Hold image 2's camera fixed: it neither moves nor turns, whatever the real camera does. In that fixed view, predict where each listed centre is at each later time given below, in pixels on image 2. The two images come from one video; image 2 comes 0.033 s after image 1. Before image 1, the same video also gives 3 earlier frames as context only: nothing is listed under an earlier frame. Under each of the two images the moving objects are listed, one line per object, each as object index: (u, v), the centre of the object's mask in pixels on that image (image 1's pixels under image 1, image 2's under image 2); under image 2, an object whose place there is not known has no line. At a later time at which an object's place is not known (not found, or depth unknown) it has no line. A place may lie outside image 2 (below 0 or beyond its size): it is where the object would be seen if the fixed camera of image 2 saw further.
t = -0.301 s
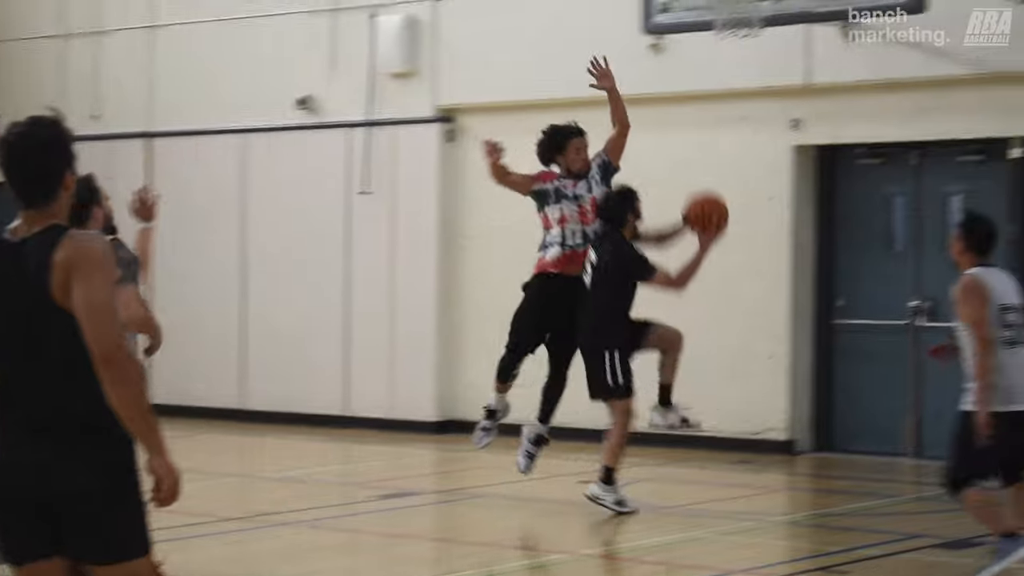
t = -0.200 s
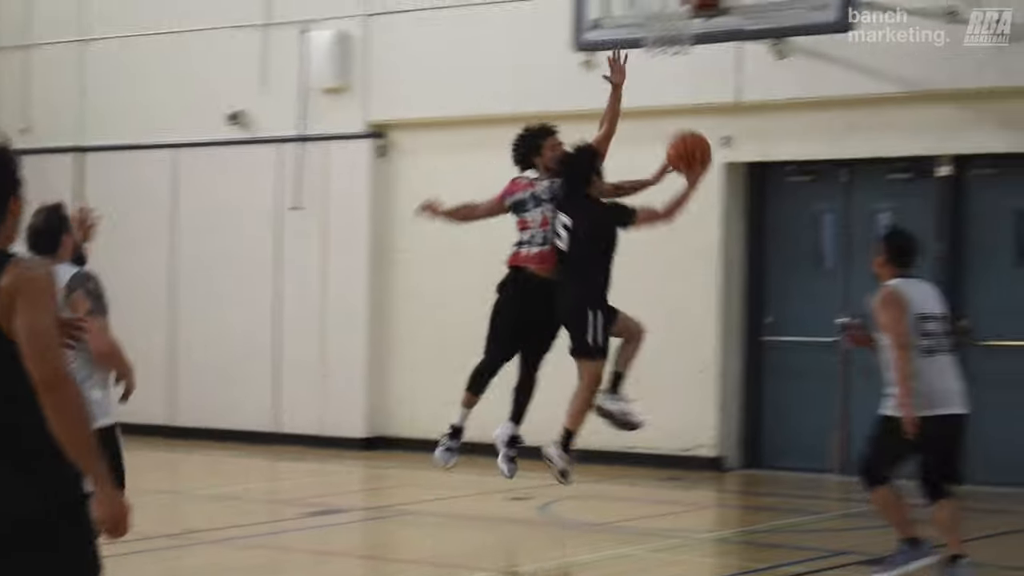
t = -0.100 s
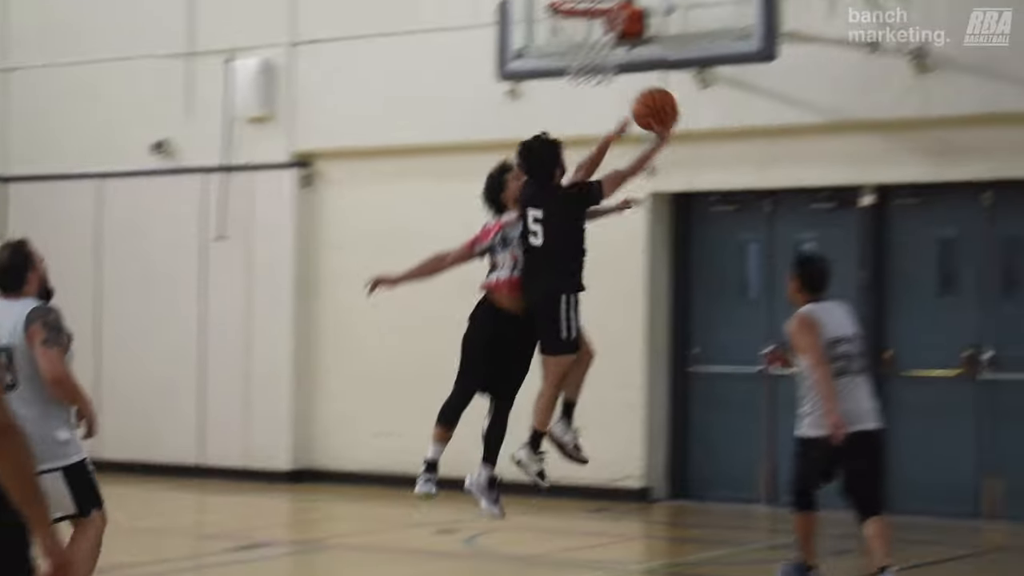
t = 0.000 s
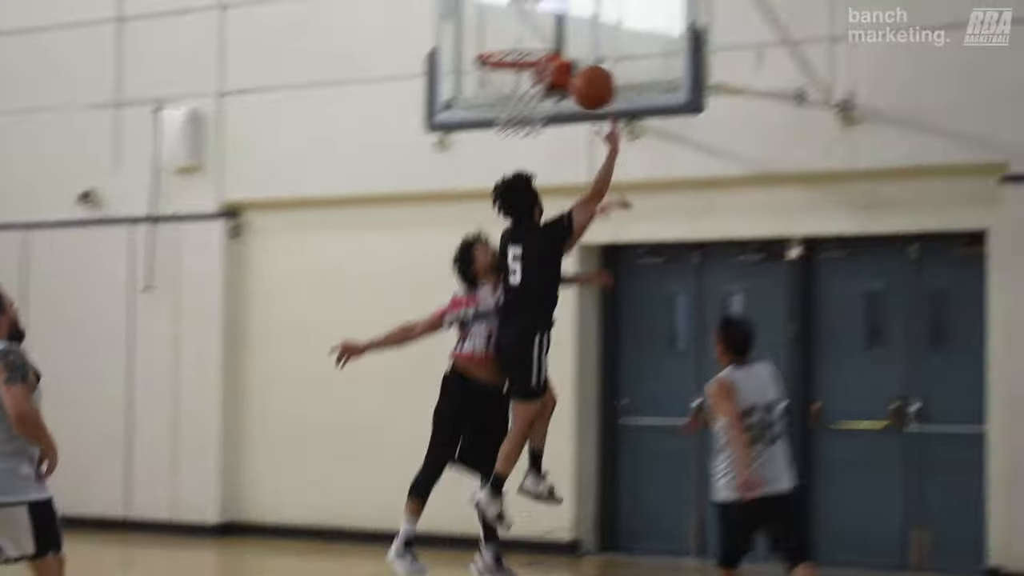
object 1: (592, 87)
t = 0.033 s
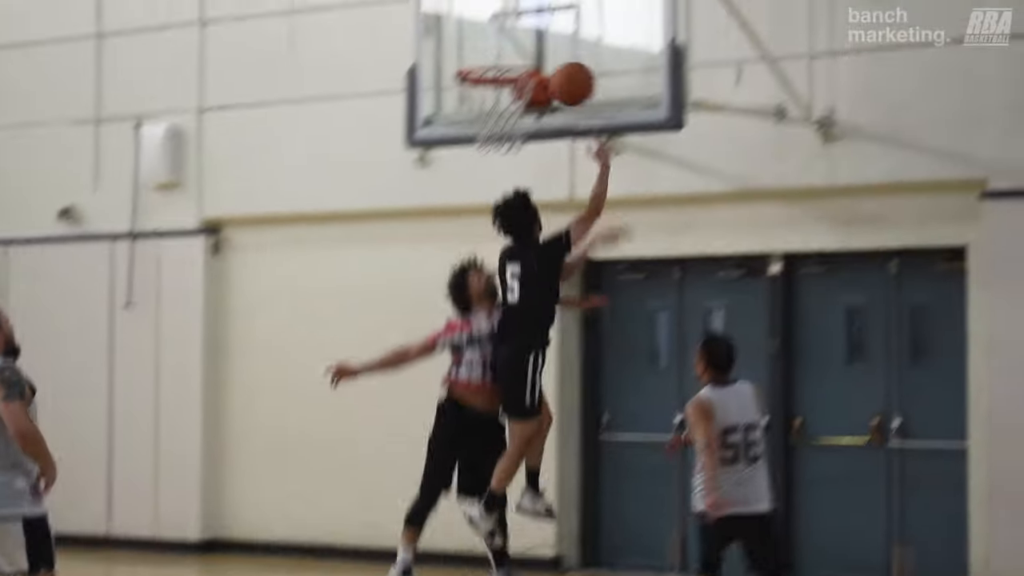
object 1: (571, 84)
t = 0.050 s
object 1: (572, 75)
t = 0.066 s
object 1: (573, 67)
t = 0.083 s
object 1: (573, 58)
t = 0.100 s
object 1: (572, 50)
